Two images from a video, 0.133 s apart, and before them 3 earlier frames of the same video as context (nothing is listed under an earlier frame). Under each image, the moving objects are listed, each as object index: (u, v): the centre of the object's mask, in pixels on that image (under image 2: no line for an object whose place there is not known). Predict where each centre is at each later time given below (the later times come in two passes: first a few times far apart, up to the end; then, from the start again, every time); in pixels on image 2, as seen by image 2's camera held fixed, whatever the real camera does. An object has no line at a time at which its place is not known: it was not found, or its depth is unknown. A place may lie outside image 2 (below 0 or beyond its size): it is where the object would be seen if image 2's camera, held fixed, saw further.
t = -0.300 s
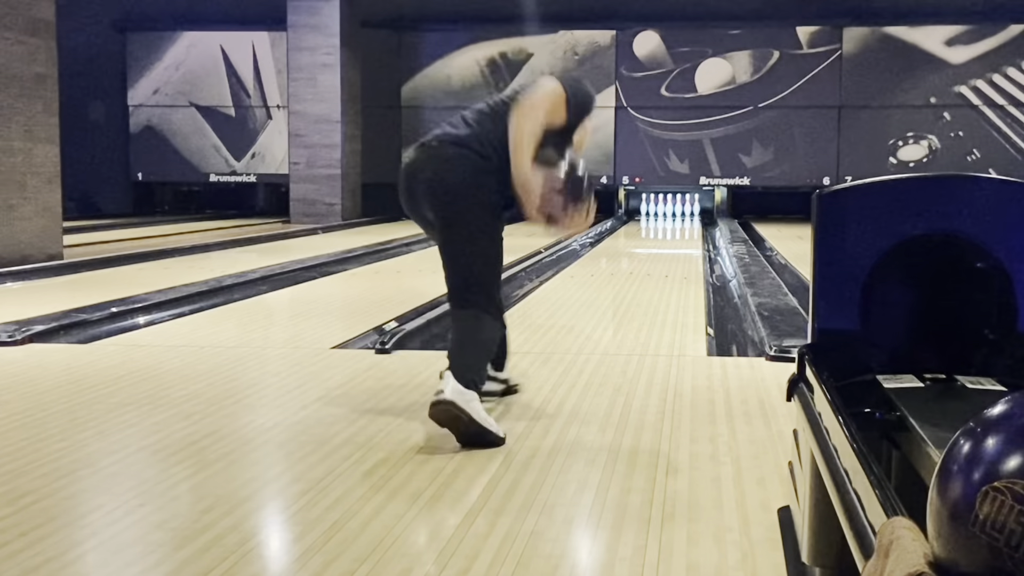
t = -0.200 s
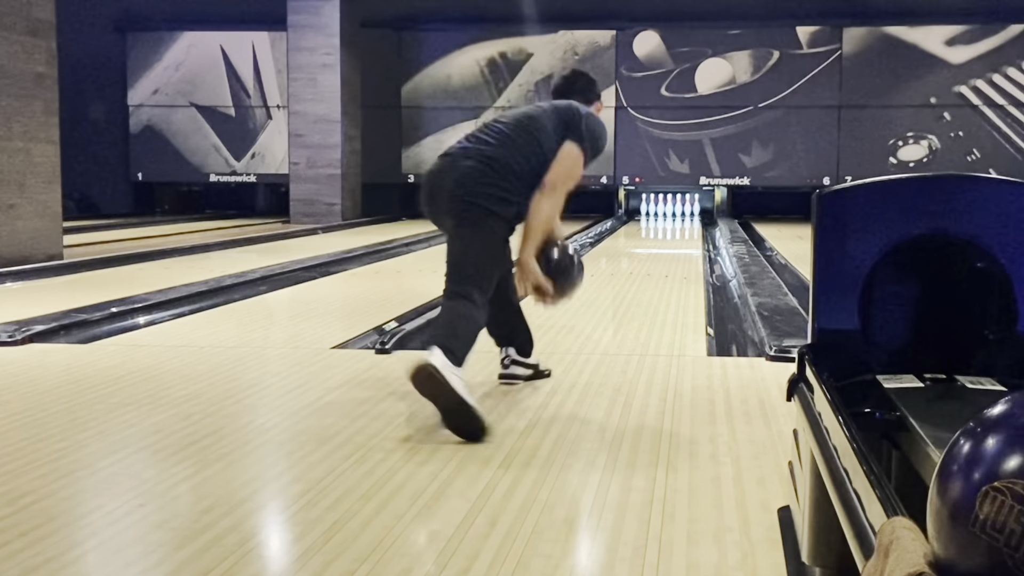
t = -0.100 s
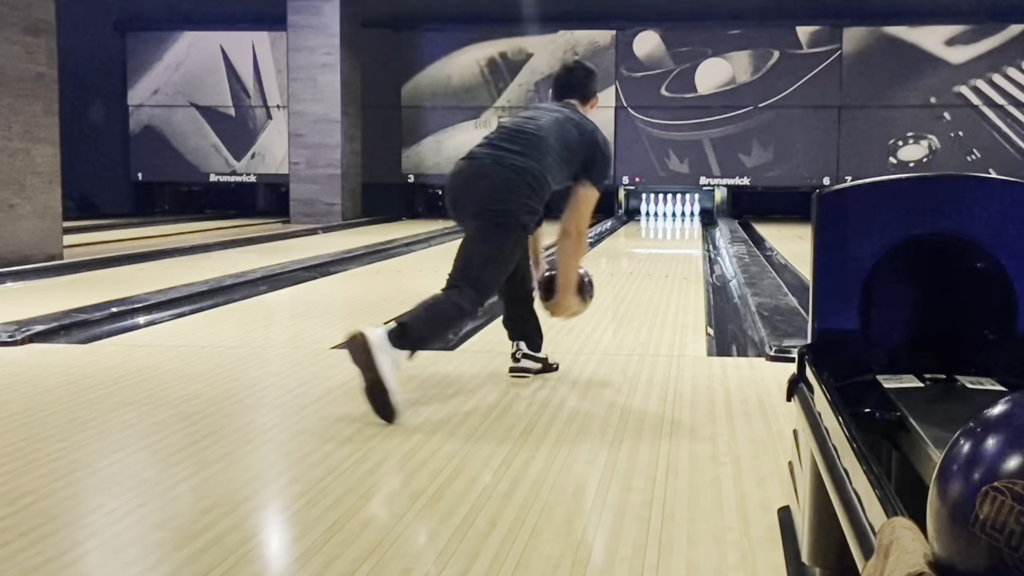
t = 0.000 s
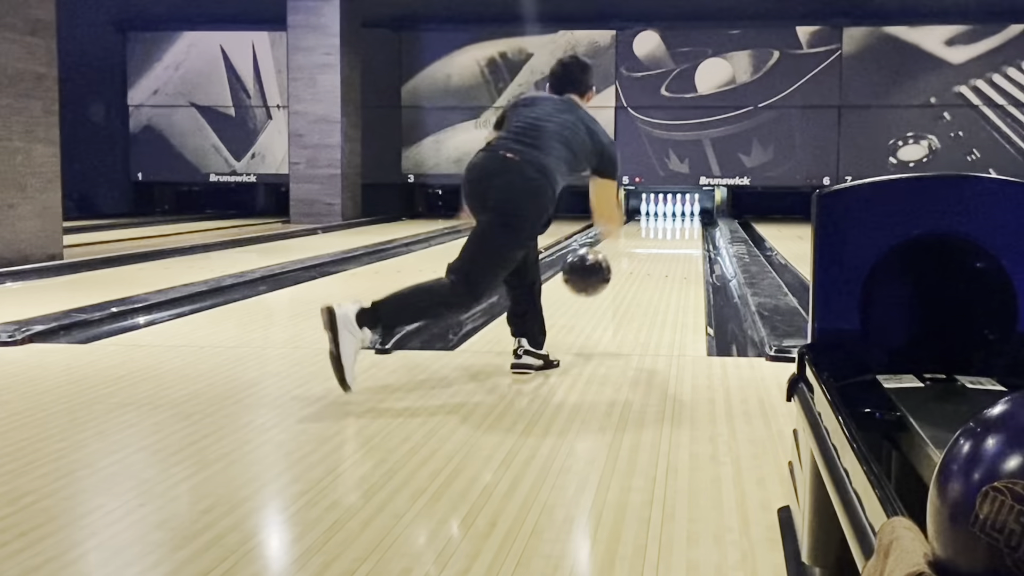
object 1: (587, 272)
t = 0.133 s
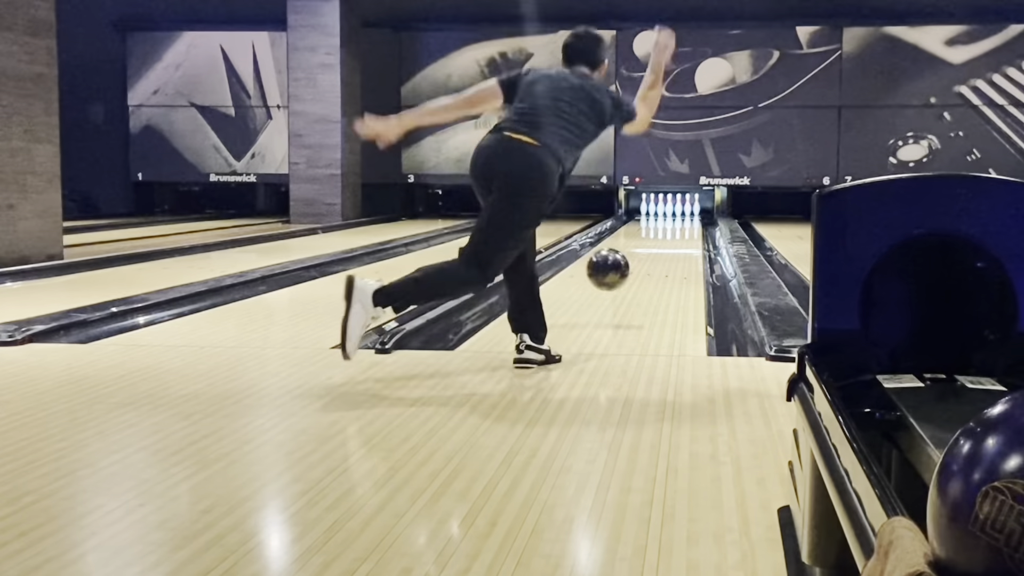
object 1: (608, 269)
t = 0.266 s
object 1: (624, 285)
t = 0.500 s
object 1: (644, 267)
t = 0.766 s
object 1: (659, 252)
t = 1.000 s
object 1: (668, 242)
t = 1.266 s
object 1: (675, 233)
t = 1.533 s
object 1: (680, 227)
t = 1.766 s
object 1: (684, 221)
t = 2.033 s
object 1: (685, 217)
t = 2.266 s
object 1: (682, 215)
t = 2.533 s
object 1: (676, 212)
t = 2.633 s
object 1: (673, 211)
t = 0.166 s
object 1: (612, 274)
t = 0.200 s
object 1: (616, 280)
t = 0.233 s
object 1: (620, 289)
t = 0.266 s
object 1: (624, 285)
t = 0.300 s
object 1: (627, 280)
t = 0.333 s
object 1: (631, 279)
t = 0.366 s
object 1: (634, 277)
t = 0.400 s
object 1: (636, 274)
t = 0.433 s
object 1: (639, 272)
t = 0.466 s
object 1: (642, 269)
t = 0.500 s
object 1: (644, 267)
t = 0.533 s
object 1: (646, 265)
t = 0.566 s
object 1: (649, 262)
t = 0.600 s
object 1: (651, 260)
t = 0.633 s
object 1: (652, 258)
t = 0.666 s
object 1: (654, 257)
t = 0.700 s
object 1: (656, 255)
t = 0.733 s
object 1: (658, 253)
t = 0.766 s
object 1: (659, 252)
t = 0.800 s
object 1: (661, 250)
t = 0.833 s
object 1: (662, 249)
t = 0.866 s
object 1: (663, 247)
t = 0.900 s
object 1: (664, 246)
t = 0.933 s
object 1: (666, 245)
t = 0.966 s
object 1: (667, 243)
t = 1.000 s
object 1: (668, 242)
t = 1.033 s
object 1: (669, 241)
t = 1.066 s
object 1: (670, 240)
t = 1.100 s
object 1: (671, 238)
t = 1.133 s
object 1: (672, 237)
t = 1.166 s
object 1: (673, 236)
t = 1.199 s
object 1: (673, 236)
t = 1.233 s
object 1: (674, 234)
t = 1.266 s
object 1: (675, 233)
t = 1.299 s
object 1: (675, 232)
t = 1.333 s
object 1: (676, 231)
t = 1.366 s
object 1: (677, 230)
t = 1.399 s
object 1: (678, 230)
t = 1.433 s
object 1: (678, 229)
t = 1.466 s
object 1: (679, 228)
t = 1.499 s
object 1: (679, 227)
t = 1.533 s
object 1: (680, 227)
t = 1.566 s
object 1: (681, 226)
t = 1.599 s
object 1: (681, 225)
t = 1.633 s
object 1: (682, 224)
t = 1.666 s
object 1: (682, 224)
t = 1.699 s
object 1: (683, 223)
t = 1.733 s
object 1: (683, 222)
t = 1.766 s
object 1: (684, 221)
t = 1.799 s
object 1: (684, 221)
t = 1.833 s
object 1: (684, 220)
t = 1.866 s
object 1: (684, 220)
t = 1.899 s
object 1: (684, 219)
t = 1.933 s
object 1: (685, 219)
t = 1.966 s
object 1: (685, 218)
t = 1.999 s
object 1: (684, 218)
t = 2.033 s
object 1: (685, 217)
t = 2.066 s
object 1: (684, 217)
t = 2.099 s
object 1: (684, 217)
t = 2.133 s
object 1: (684, 216)
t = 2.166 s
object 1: (683, 216)
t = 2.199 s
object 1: (683, 215)
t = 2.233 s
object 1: (682, 215)
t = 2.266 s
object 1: (682, 215)
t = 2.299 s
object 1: (681, 214)
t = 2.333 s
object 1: (680, 214)
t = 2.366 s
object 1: (680, 214)
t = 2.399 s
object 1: (679, 214)
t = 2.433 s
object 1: (679, 213)
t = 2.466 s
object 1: (677, 212)
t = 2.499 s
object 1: (677, 213)
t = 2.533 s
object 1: (676, 212)
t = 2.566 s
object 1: (674, 211)
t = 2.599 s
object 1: (673, 212)
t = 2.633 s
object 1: (673, 211)
